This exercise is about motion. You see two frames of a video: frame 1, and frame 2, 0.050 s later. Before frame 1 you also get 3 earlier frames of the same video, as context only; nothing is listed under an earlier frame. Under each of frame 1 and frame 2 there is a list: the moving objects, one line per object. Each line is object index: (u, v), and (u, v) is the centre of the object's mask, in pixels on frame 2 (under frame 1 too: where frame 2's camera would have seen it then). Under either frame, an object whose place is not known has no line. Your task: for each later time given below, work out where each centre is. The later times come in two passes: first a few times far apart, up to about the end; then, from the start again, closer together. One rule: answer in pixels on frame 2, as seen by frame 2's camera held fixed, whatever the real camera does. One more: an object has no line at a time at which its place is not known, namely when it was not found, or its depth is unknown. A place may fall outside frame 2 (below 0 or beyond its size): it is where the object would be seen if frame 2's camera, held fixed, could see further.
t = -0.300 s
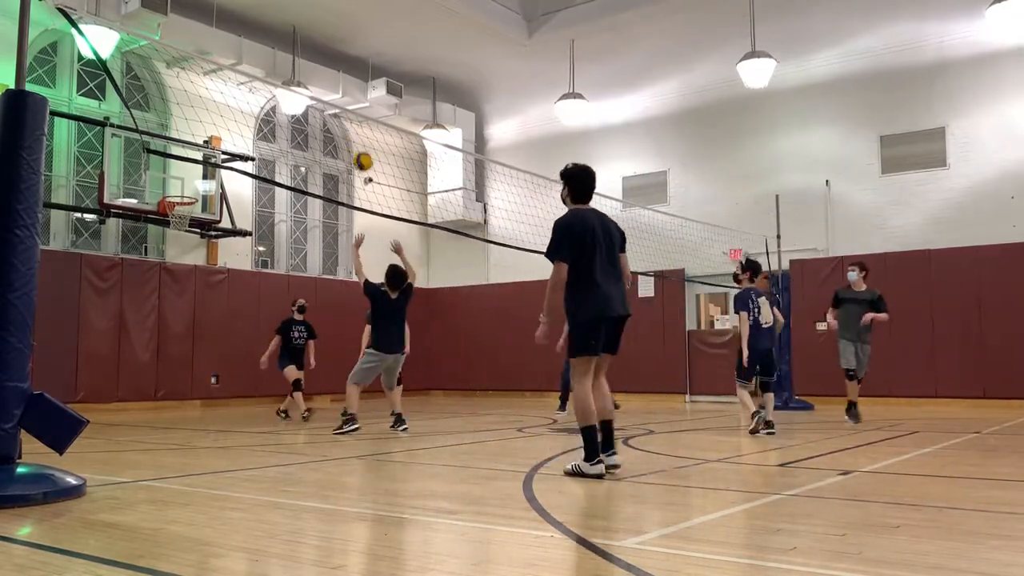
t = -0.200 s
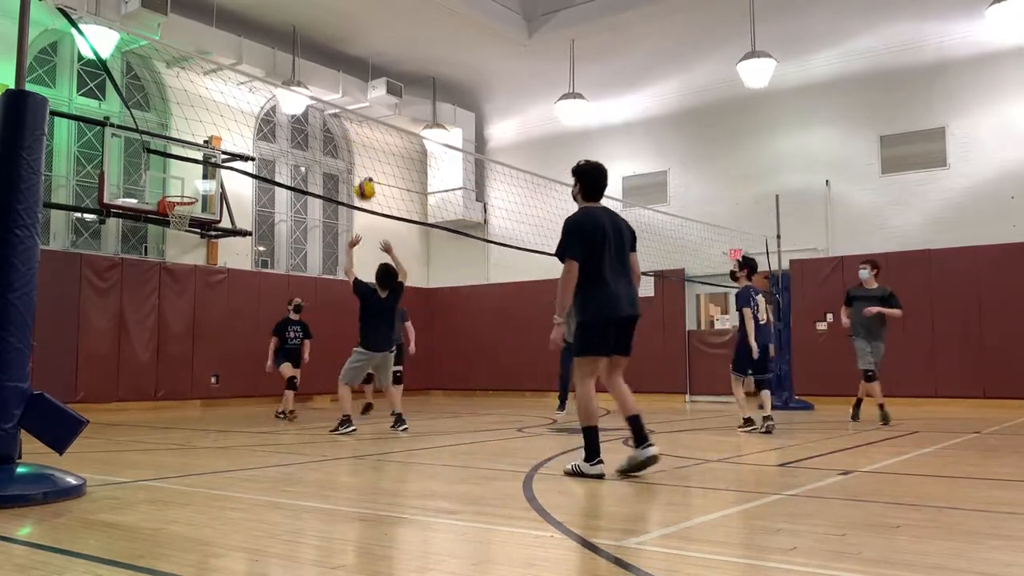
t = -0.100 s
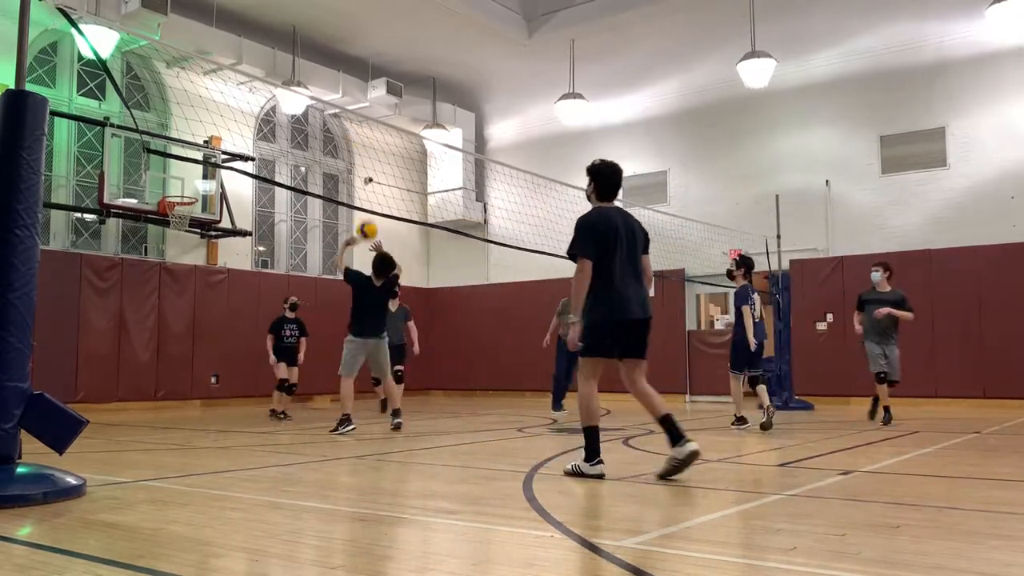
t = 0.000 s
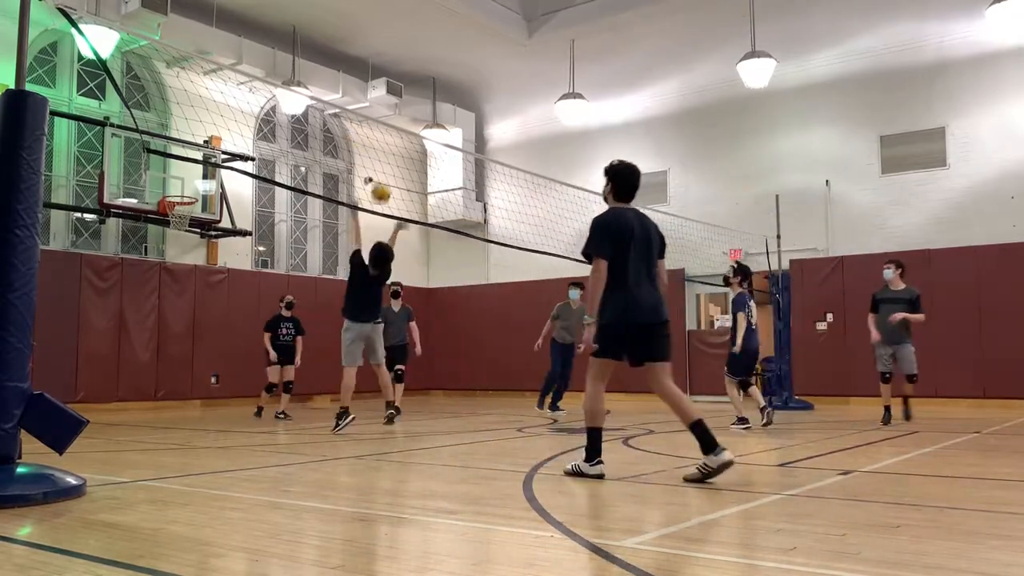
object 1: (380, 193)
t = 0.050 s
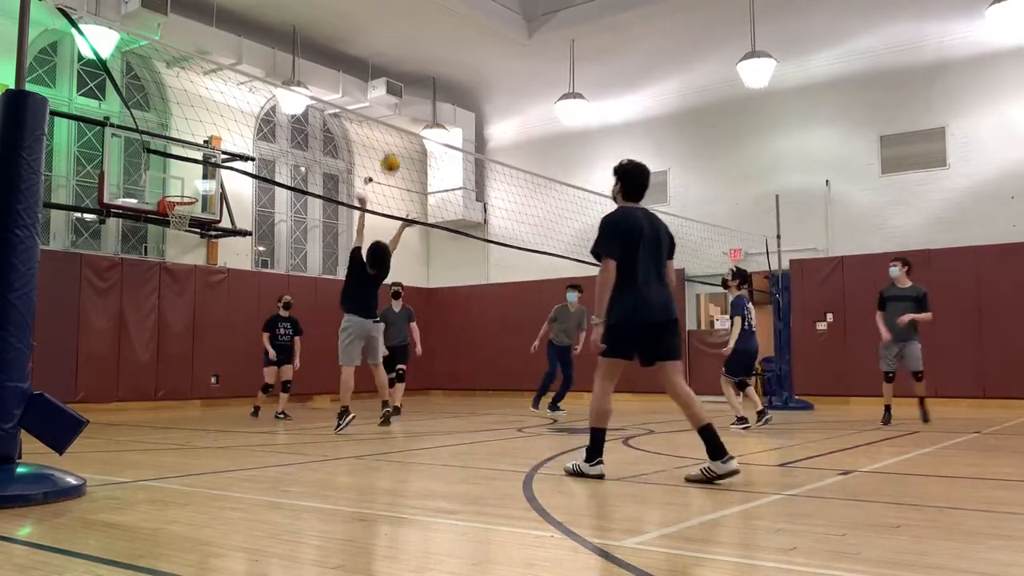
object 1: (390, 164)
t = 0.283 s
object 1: (430, 65)
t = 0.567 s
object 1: (473, 22)
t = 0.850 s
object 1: (512, 50)
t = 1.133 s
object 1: (547, 140)
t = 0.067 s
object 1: (393, 154)
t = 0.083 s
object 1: (396, 145)
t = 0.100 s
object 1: (399, 138)
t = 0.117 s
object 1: (402, 129)
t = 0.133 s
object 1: (406, 120)
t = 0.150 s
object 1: (408, 113)
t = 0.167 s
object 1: (410, 107)
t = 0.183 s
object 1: (413, 100)
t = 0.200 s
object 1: (416, 94)
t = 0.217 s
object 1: (419, 88)
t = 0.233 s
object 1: (421, 81)
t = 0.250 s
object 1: (425, 75)
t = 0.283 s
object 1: (430, 65)
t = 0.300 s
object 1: (433, 61)
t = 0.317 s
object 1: (435, 57)
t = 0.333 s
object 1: (438, 52)
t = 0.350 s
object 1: (441, 48)
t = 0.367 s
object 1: (443, 45)
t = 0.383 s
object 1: (446, 42)
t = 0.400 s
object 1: (448, 38)
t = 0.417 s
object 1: (451, 35)
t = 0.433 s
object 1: (454, 33)
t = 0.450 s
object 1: (456, 31)
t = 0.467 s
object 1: (459, 29)
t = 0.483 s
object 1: (462, 27)
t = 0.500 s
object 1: (463, 26)
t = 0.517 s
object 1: (466, 25)
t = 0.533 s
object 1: (468, 23)
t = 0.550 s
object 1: (471, 23)
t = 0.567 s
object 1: (473, 22)
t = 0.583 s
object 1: (476, 22)
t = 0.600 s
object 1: (478, 22)
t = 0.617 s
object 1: (481, 22)
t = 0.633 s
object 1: (483, 23)
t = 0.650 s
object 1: (485, 24)
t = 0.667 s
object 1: (488, 25)
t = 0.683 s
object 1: (490, 26)
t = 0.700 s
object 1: (493, 27)
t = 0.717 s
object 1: (495, 29)
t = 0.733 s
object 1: (497, 31)
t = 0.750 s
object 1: (499, 33)
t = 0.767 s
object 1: (501, 35)
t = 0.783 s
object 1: (504, 38)
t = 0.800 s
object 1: (506, 41)
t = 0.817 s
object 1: (508, 44)
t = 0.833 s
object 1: (510, 47)
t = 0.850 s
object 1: (512, 50)
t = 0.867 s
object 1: (514, 54)
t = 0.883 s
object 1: (517, 58)
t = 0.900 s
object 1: (519, 62)
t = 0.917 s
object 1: (521, 66)
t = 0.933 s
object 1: (523, 71)
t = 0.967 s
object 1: (527, 80)
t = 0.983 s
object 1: (529, 85)
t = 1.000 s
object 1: (531, 91)
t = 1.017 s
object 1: (533, 96)
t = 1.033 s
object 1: (536, 102)
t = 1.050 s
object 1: (538, 108)
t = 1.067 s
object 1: (539, 113)
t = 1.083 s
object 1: (541, 120)
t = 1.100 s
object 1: (543, 126)
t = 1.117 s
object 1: (546, 133)
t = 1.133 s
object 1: (547, 140)
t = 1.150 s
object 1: (549, 146)
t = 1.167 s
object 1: (551, 154)
